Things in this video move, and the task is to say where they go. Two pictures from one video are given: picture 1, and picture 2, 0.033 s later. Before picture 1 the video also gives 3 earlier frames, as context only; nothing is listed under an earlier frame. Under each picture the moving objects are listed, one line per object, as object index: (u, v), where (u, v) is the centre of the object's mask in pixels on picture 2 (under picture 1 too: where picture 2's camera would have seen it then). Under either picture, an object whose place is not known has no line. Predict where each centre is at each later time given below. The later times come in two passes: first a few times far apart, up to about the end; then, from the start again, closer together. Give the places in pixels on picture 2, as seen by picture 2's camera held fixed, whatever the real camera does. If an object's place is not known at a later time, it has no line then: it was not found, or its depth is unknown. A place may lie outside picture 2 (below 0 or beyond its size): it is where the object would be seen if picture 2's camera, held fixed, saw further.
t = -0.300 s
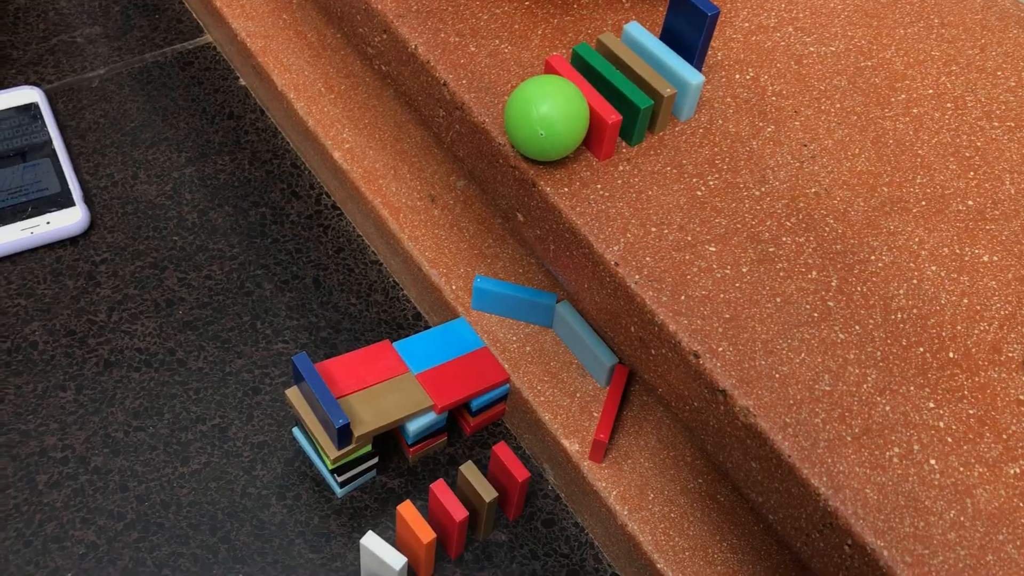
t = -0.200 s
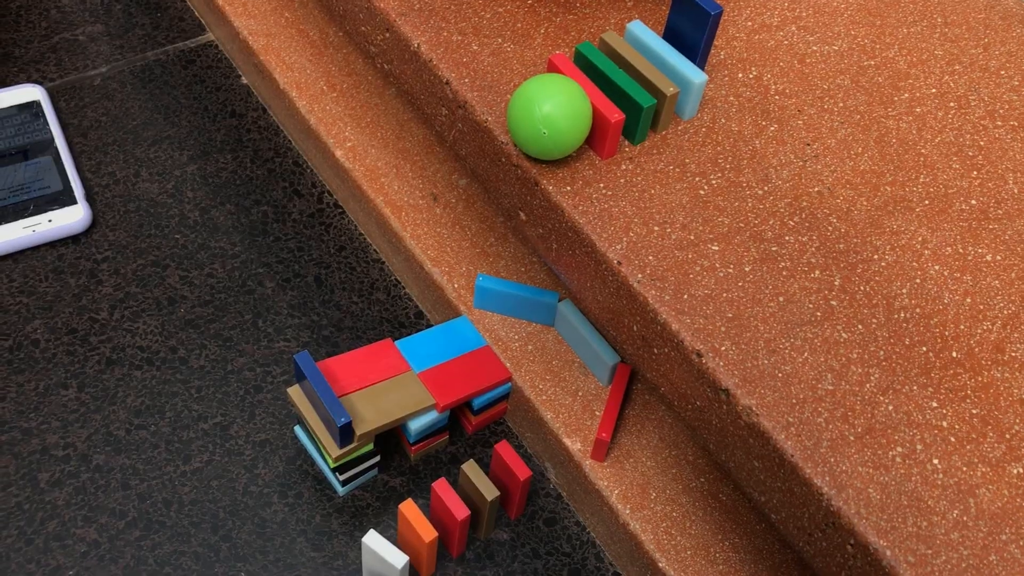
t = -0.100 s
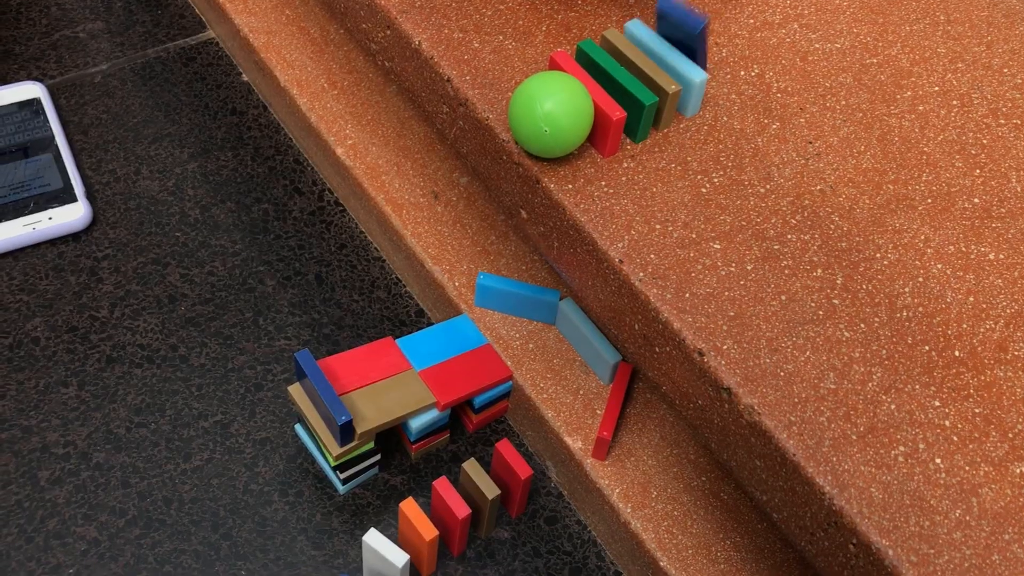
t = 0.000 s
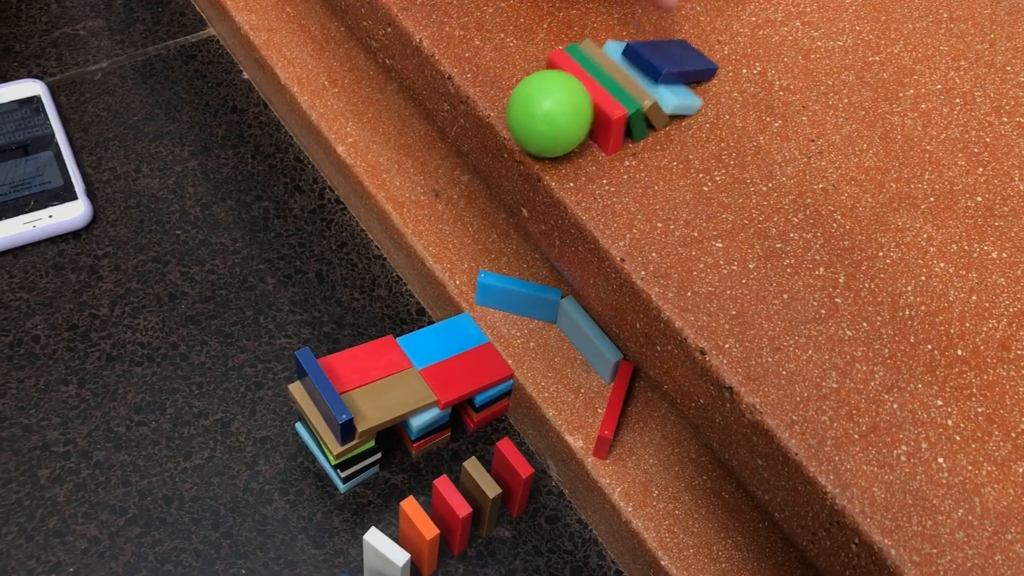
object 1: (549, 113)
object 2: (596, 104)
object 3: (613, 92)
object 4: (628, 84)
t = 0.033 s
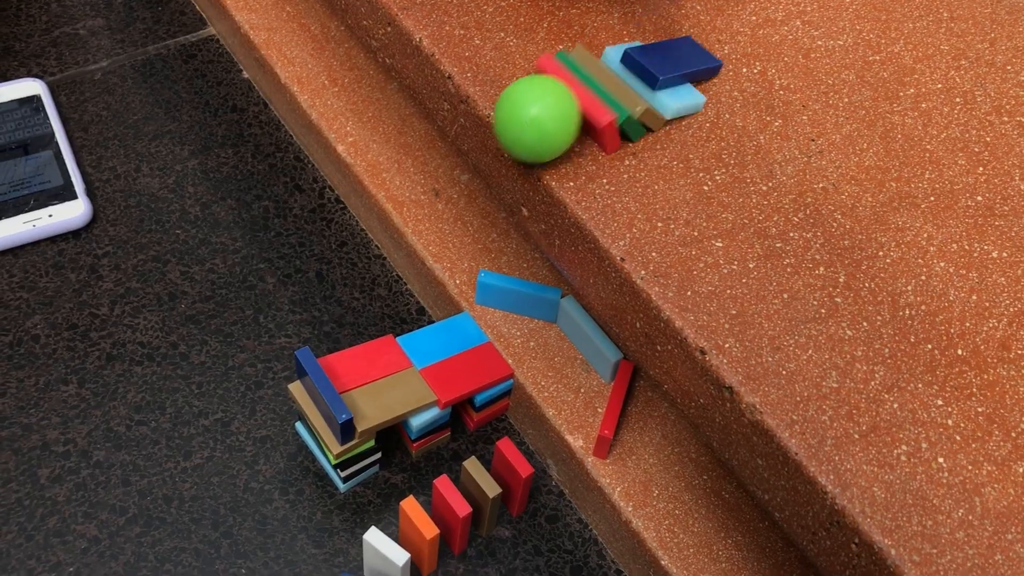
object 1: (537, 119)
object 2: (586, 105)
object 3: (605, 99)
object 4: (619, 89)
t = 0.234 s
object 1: (413, 355)
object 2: (541, 136)
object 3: (580, 112)
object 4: (612, 94)
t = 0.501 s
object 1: (516, 305)
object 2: (541, 136)
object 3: (580, 112)
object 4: (612, 95)
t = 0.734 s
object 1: (534, 299)
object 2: (540, 136)
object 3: (580, 112)
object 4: (612, 95)
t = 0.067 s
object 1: (519, 130)
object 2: (573, 119)
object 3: (590, 104)
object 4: (613, 92)
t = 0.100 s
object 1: (497, 152)
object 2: (557, 131)
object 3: (583, 109)
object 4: (613, 94)
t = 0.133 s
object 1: (474, 189)
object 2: (545, 134)
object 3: (581, 111)
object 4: (612, 94)
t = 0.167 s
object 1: (449, 245)
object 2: (542, 135)
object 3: (580, 112)
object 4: (612, 94)
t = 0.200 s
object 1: (426, 304)
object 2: (541, 136)
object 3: (580, 112)
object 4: (612, 94)
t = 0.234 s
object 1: (413, 355)
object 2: (541, 136)
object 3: (580, 112)
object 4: (612, 94)
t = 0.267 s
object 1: (430, 316)
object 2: (541, 136)
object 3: (580, 112)
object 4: (612, 94)
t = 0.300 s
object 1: (446, 292)
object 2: (541, 136)
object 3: (580, 112)
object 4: (612, 94)
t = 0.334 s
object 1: (462, 279)
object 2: (541, 136)
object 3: (580, 112)
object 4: (612, 95)
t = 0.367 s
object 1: (478, 278)
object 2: (541, 136)
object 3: (580, 112)
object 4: (612, 94)
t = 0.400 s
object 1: (491, 290)
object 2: (541, 136)
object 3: (580, 112)
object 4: (612, 95)
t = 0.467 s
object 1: (510, 332)
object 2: (541, 136)
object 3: (580, 112)
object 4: (612, 95)
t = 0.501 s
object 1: (516, 305)
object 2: (541, 136)
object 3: (580, 112)
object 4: (612, 95)
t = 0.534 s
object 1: (521, 289)
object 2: (541, 136)
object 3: (579, 112)
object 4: (612, 94)
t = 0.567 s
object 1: (524, 285)
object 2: (541, 136)
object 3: (580, 112)
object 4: (612, 95)
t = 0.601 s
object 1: (526, 293)
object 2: (540, 136)
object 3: (579, 112)
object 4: (612, 95)
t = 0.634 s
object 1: (524, 314)
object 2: (541, 136)
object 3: (580, 112)
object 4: (612, 95)
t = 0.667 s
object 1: (522, 338)
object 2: (541, 136)
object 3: (580, 112)
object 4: (612, 95)
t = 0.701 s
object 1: (528, 316)
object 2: (541, 136)
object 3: (580, 112)
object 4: (612, 95)
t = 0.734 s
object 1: (534, 299)
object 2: (540, 136)
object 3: (580, 112)
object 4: (612, 95)
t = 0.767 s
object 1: (536, 295)
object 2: (541, 136)
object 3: (579, 112)
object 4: (612, 95)
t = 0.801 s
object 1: (537, 303)
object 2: (541, 136)
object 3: (580, 112)
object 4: (612, 95)
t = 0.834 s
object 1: (535, 324)
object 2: (540, 136)
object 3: (579, 112)
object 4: (612, 95)
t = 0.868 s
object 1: (536, 326)
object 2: (540, 136)
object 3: (579, 112)
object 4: (612, 95)
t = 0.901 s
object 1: (543, 308)
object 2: (540, 136)
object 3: (579, 112)
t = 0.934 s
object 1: (546, 303)
